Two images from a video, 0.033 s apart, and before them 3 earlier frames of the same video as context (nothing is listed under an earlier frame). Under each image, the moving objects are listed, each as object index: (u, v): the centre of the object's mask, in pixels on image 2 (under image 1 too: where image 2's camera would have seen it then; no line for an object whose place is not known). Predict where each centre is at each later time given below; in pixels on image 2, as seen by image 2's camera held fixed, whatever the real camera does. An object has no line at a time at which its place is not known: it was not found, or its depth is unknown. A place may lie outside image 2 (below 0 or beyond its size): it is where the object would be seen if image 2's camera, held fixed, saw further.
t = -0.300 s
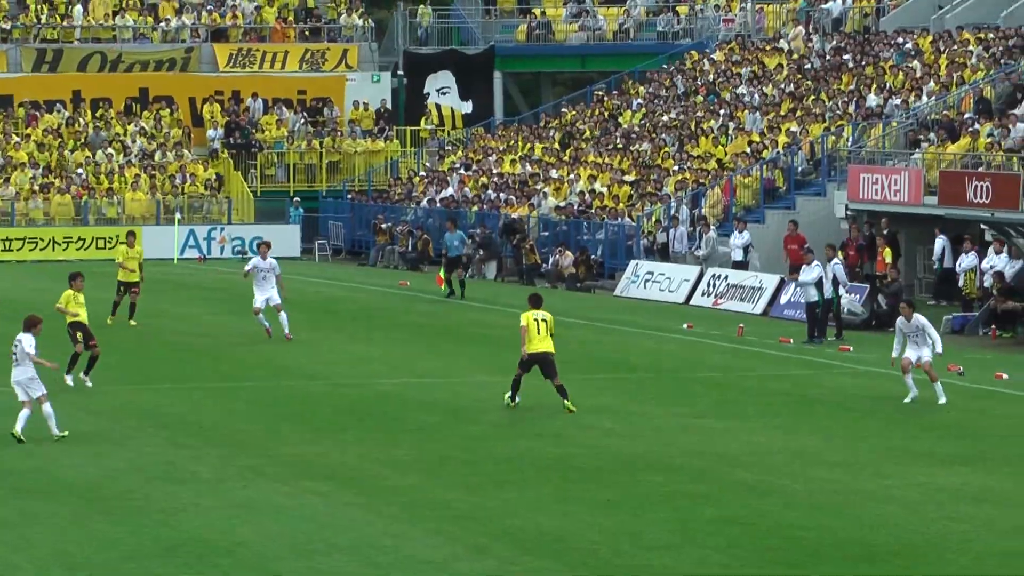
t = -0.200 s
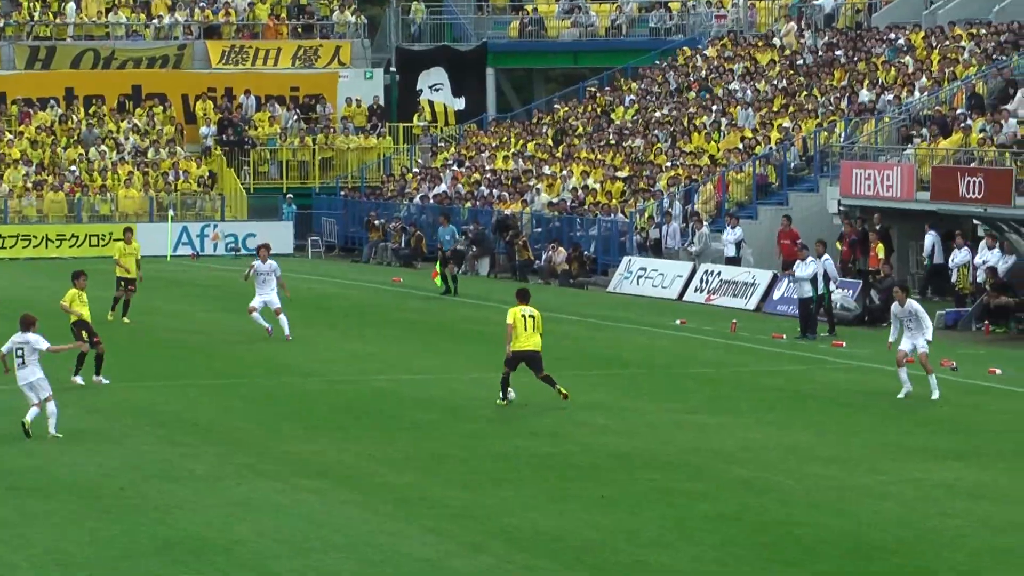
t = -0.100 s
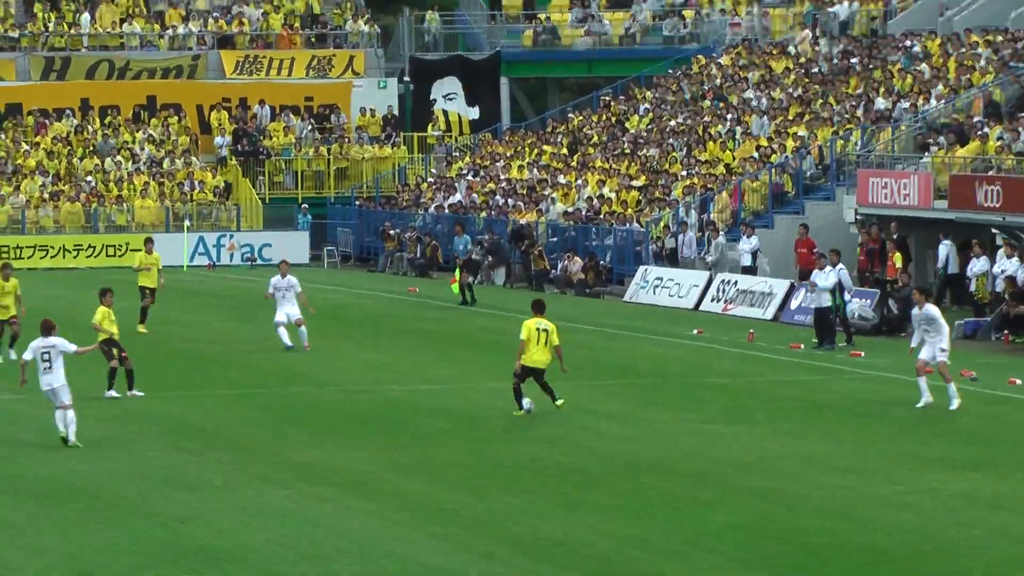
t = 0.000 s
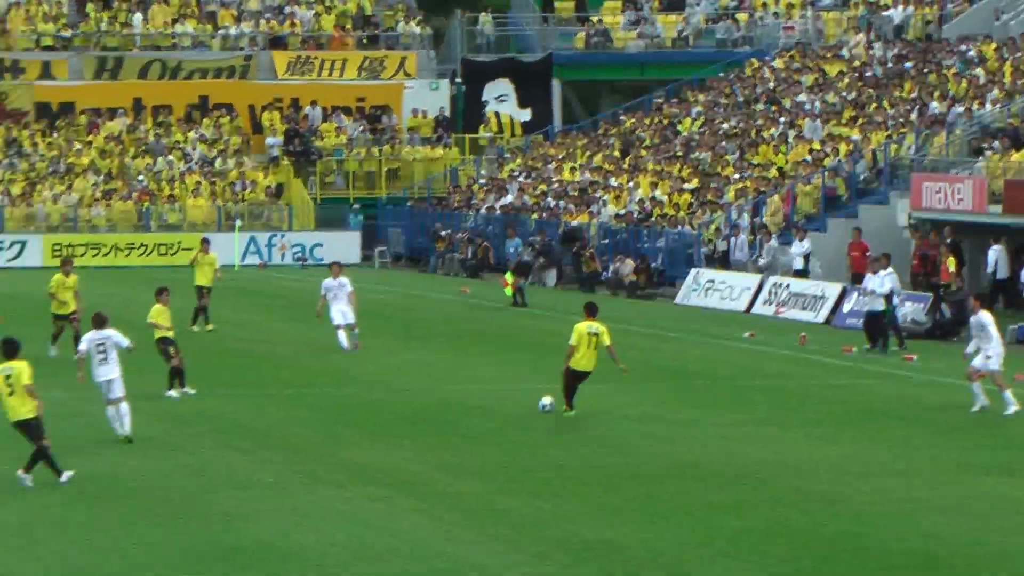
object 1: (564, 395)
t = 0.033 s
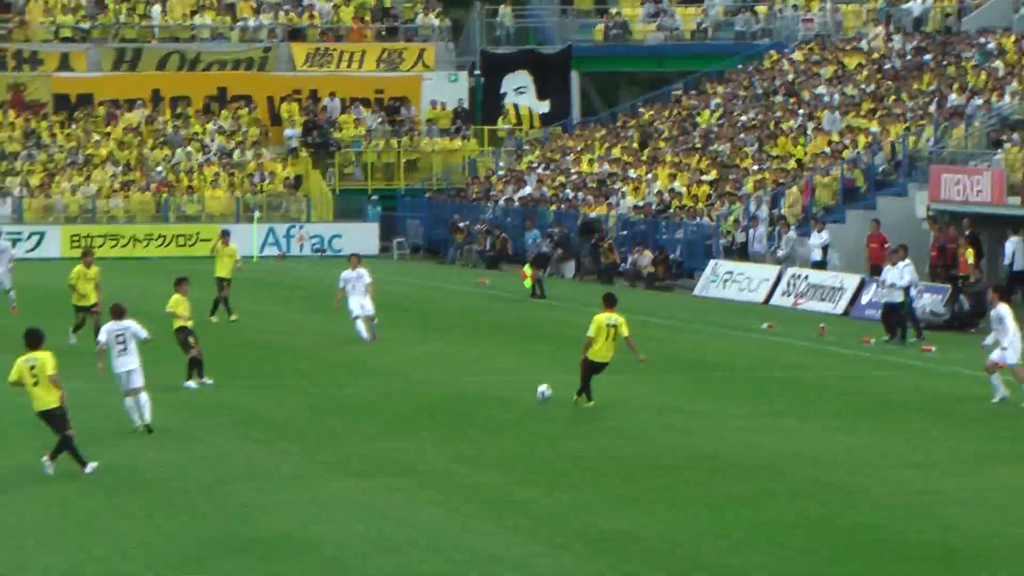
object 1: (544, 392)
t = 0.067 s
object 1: (524, 389)
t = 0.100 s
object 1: (503, 388)
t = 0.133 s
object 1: (485, 387)
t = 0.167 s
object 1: (465, 388)
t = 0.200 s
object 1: (445, 389)
